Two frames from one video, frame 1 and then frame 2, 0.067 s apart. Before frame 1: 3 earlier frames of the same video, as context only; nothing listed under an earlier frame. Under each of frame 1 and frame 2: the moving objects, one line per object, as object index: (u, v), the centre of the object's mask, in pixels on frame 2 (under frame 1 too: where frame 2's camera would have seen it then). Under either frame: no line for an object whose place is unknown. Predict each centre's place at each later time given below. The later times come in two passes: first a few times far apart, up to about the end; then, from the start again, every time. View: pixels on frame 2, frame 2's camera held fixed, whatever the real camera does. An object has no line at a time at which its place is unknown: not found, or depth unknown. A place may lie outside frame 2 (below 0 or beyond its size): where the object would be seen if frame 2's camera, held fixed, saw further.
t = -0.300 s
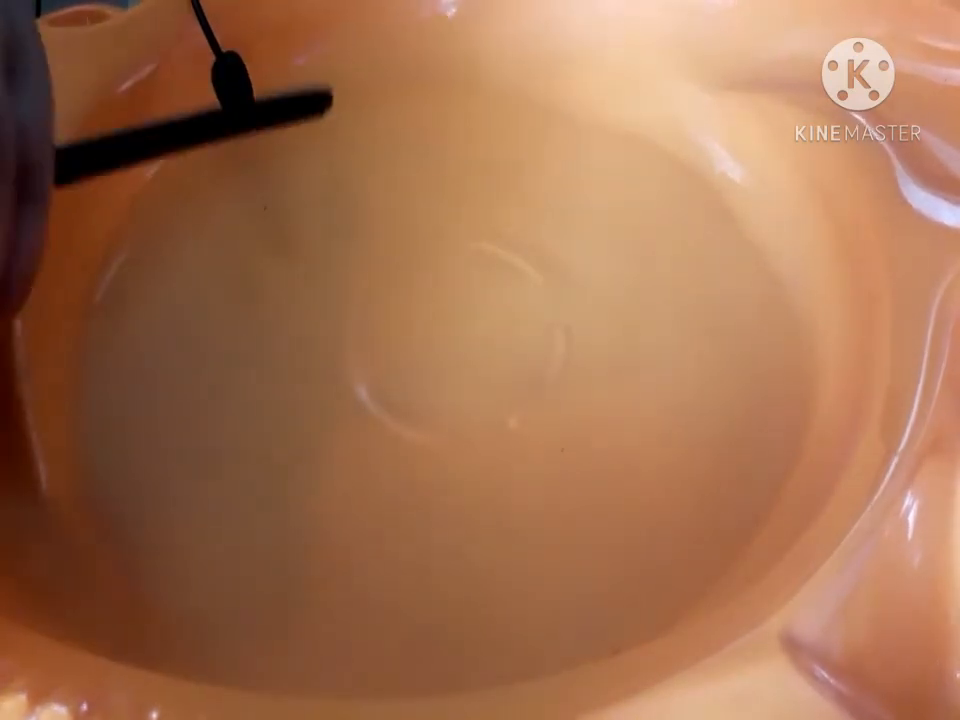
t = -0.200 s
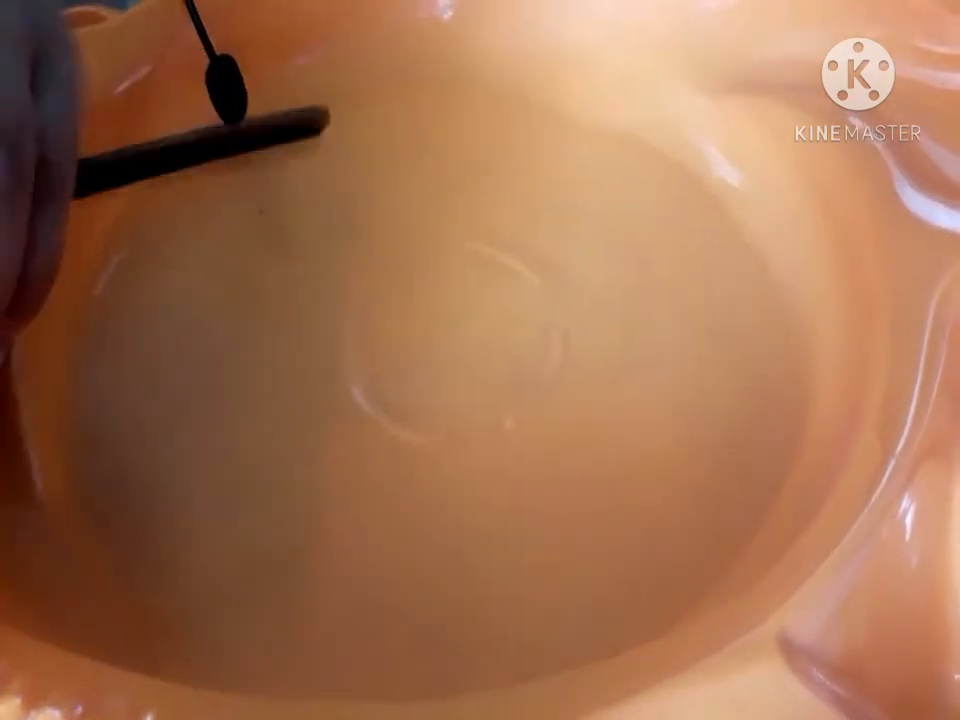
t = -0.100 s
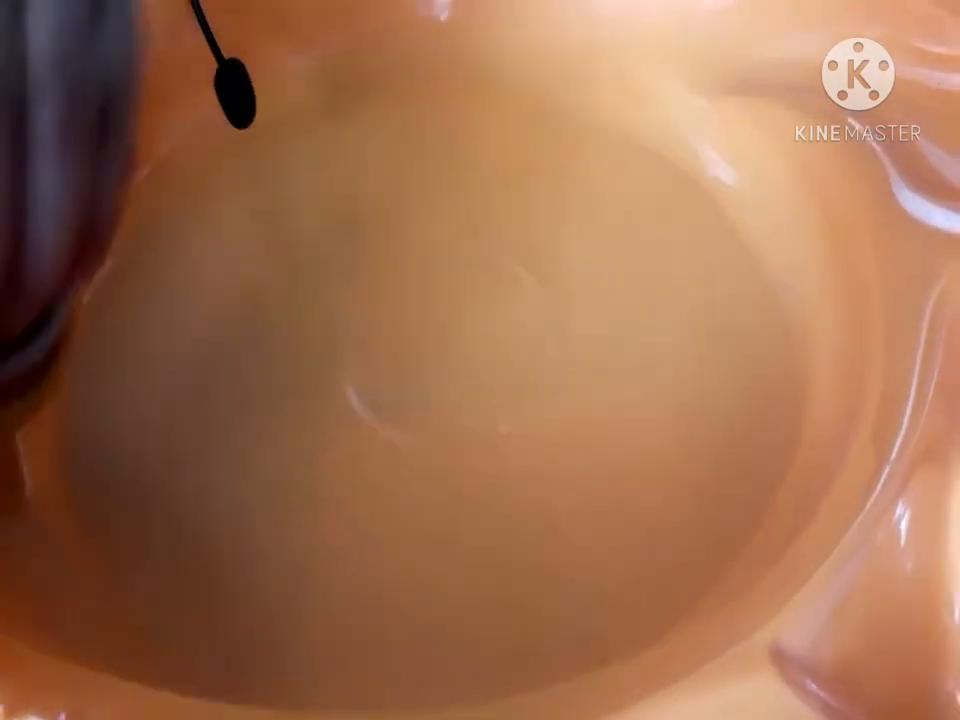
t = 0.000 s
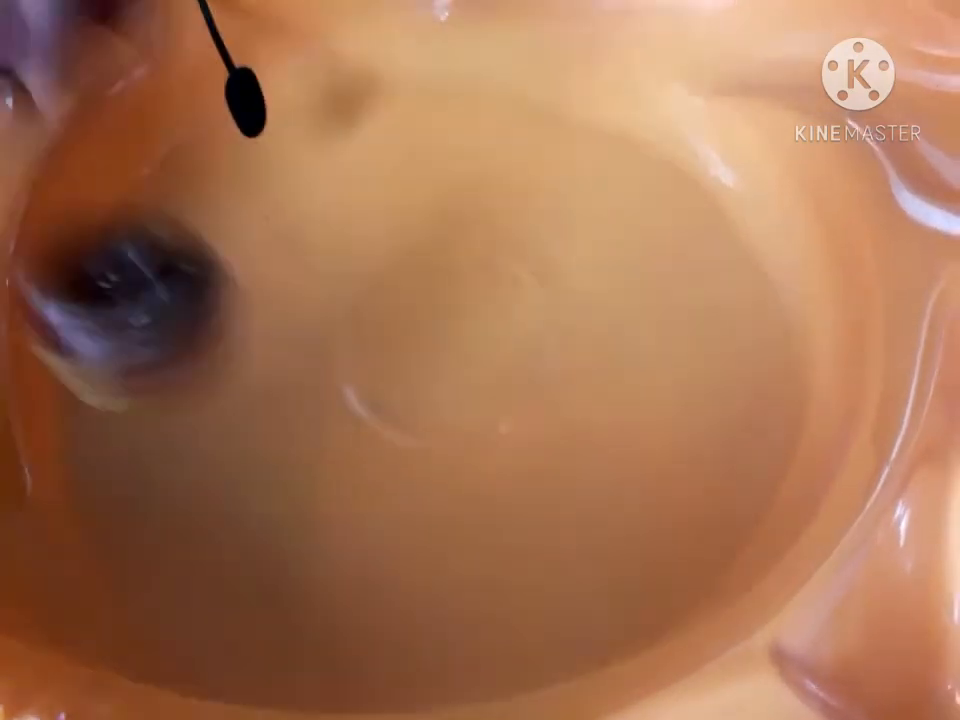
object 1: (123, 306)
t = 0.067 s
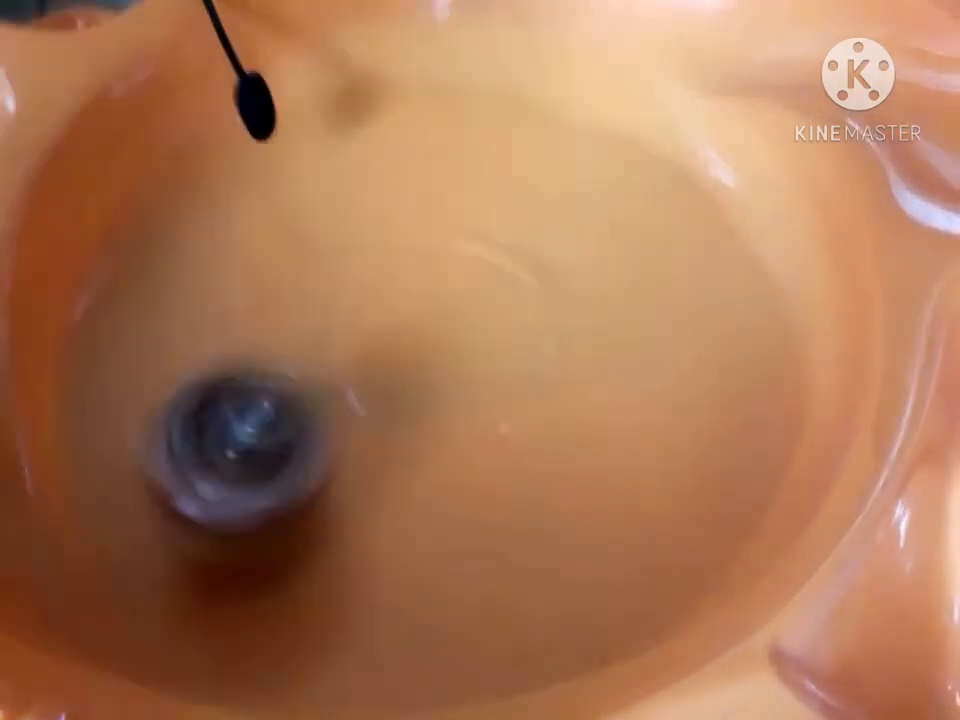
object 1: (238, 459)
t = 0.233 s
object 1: (453, 439)
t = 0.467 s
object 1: (547, 338)
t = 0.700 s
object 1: (553, 249)
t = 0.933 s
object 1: (579, 220)
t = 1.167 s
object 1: (571, 171)
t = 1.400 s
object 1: (558, 153)
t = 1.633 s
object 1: (547, 163)
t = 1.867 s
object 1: (543, 202)
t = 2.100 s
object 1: (566, 256)
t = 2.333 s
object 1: (559, 293)
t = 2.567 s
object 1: (537, 341)
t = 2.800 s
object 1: (493, 370)
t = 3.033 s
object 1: (456, 383)
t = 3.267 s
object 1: (411, 382)
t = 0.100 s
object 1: (282, 429)
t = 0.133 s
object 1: (333, 434)
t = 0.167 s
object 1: (380, 448)
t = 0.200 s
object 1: (416, 432)
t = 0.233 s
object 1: (453, 439)
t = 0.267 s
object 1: (483, 425)
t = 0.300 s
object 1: (505, 416)
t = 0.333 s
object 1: (521, 400)
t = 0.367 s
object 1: (532, 388)
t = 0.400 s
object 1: (539, 371)
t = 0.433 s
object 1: (544, 355)
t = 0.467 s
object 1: (547, 338)
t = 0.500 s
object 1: (549, 325)
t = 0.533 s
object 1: (548, 308)
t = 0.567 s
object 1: (549, 291)
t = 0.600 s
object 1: (549, 277)
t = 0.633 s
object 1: (550, 265)
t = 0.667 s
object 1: (551, 257)
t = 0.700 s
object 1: (553, 249)
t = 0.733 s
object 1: (555, 244)
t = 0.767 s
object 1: (558, 241)
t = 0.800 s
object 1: (562, 238)
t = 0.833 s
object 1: (566, 235)
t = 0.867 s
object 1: (571, 231)
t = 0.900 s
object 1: (576, 225)
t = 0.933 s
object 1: (579, 220)
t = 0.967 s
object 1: (581, 213)
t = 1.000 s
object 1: (581, 205)
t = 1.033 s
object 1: (579, 196)
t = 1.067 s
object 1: (577, 189)
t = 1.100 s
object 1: (575, 183)
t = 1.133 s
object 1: (573, 177)
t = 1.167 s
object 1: (571, 171)
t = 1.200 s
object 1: (570, 167)
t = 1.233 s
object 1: (568, 163)
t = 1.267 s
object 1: (566, 160)
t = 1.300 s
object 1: (565, 157)
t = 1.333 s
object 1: (562, 155)
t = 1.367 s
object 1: (560, 154)
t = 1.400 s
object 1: (558, 153)
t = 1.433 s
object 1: (556, 153)
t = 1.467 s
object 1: (554, 154)
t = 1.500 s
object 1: (552, 155)
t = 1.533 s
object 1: (550, 156)
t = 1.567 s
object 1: (549, 158)
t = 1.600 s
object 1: (547, 160)
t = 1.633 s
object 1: (547, 163)
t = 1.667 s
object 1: (546, 167)
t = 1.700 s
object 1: (545, 170)
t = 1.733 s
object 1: (545, 176)
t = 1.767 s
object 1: (544, 181)
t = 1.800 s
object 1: (544, 187)
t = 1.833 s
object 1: (543, 194)
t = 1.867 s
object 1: (543, 202)
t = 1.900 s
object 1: (543, 208)
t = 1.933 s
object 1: (546, 215)
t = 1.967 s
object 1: (549, 223)
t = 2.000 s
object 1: (554, 230)
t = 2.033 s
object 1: (559, 239)
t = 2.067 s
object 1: (563, 248)
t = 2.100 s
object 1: (566, 256)
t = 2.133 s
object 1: (568, 263)
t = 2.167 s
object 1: (568, 268)
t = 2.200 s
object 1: (567, 274)
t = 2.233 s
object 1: (564, 278)
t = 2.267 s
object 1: (561, 282)
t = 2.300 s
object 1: (560, 287)
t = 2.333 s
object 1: (559, 293)
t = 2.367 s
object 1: (559, 301)
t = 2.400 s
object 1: (558, 308)
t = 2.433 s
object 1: (554, 315)
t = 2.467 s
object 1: (550, 321)
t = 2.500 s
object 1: (545, 327)
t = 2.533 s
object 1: (541, 334)
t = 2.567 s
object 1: (537, 341)
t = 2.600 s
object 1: (533, 346)
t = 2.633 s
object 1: (528, 350)
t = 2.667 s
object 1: (522, 354)
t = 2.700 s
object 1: (516, 357)
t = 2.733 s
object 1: (509, 361)
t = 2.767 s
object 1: (501, 366)
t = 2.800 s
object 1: (493, 370)
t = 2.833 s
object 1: (485, 372)
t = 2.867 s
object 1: (480, 375)
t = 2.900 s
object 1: (475, 378)
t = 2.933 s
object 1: (470, 379)
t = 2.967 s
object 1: (465, 381)
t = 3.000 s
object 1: (461, 382)
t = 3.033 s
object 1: (456, 383)
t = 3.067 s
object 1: (451, 383)
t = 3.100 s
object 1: (446, 383)
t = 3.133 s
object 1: (441, 381)
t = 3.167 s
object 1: (437, 378)
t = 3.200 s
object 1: (430, 379)
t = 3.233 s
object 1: (421, 381)
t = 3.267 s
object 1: (411, 382)
